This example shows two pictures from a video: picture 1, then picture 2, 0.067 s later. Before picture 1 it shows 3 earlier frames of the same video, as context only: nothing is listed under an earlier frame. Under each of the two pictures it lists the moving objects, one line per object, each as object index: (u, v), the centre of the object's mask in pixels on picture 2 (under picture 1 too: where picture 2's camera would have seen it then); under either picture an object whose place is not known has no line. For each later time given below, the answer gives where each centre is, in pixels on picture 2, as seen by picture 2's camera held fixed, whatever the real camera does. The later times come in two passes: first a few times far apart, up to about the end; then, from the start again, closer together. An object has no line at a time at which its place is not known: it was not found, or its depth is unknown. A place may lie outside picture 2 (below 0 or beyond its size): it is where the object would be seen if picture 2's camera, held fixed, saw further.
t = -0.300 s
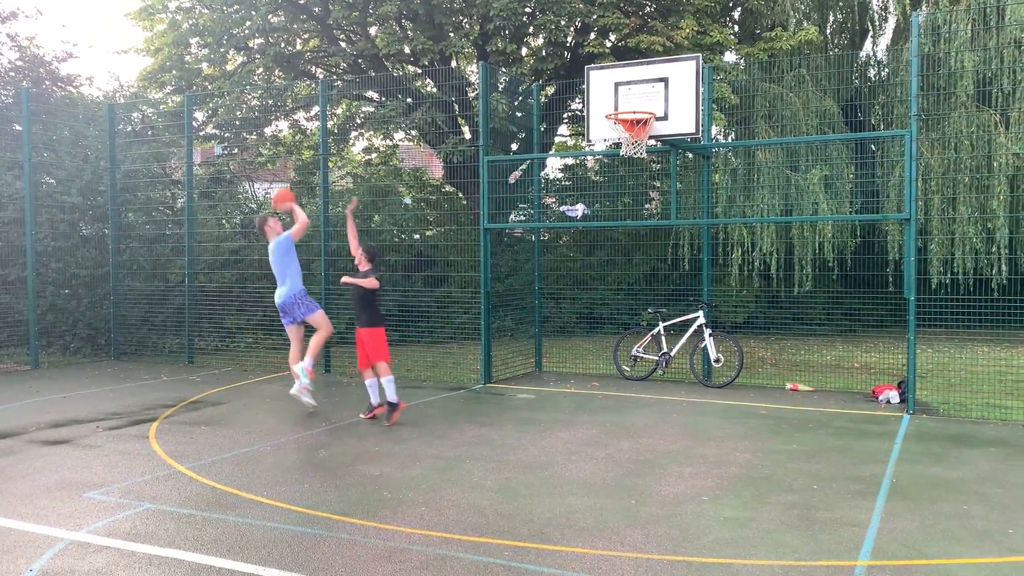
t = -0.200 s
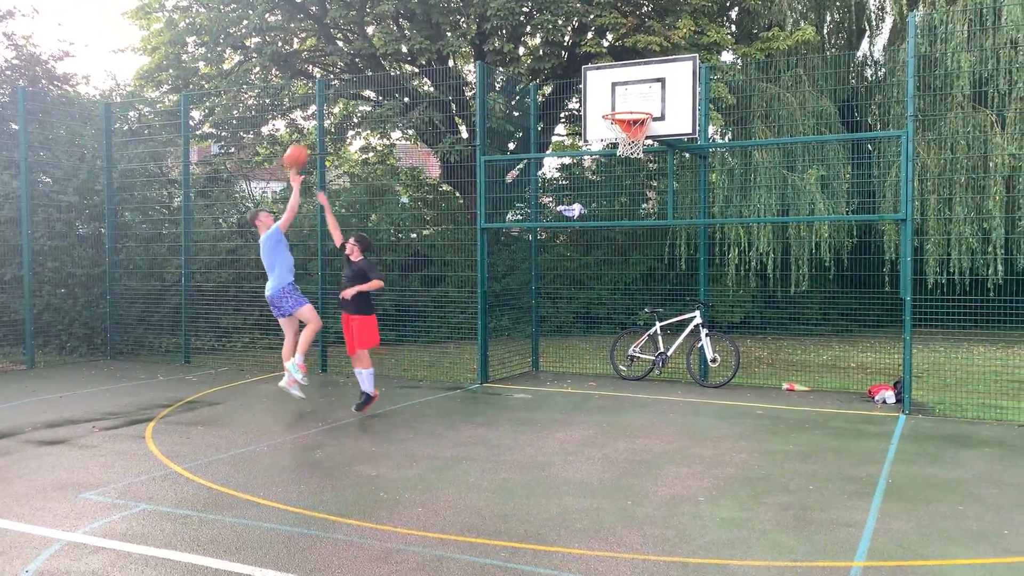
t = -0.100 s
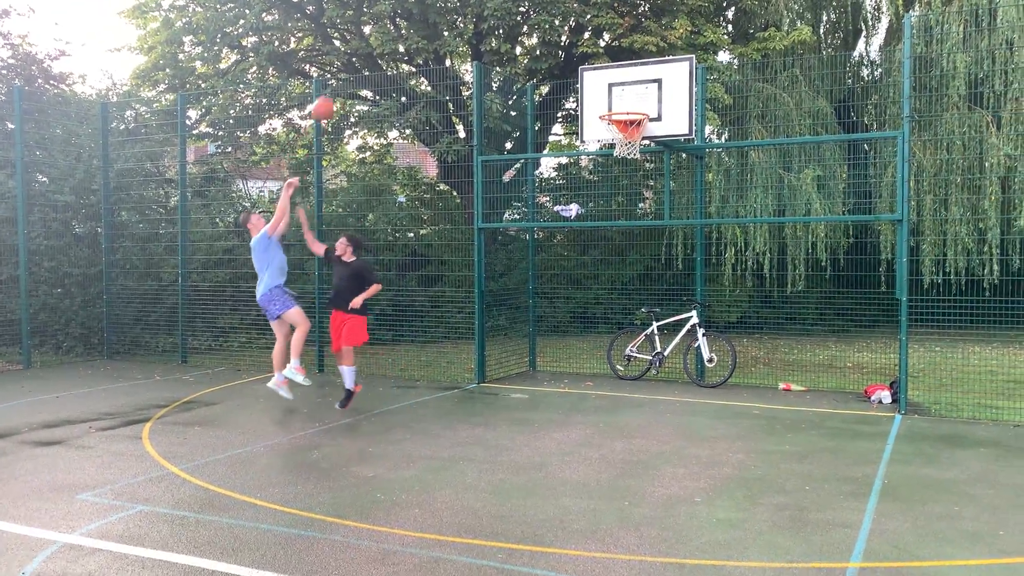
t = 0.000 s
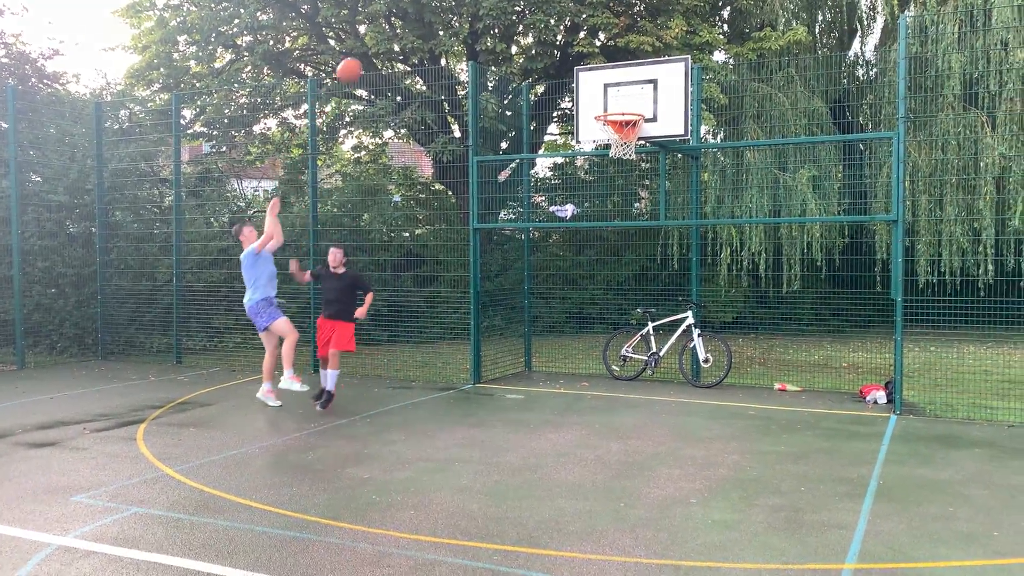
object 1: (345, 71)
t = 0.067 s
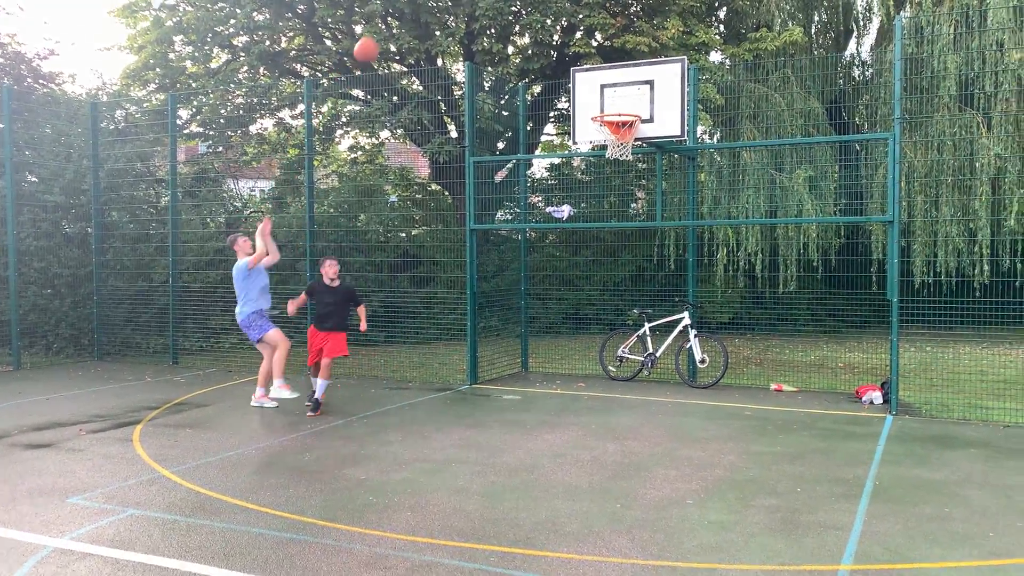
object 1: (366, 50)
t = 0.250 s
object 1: (424, 16)
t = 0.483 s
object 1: (499, 19)
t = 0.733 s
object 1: (579, 81)
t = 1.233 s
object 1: (673, 247)
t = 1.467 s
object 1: (703, 379)
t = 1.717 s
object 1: (704, 316)
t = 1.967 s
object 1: (698, 255)
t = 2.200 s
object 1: (692, 252)
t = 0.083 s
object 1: (371, 46)
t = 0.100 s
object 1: (376, 41)
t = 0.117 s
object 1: (382, 38)
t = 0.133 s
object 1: (387, 33)
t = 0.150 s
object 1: (393, 30)
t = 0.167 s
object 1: (397, 28)
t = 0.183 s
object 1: (403, 25)
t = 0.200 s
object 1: (408, 22)
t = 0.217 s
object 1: (413, 20)
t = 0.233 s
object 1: (419, 17)
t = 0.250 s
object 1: (424, 16)
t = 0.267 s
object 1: (429, 14)
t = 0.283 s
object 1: (434, 13)
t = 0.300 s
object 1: (440, 12)
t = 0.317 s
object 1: (445, 11)
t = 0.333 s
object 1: (451, 11)
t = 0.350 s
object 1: (456, 10)
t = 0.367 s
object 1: (462, 11)
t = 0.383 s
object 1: (468, 12)
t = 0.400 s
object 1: (472, 12)
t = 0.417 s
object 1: (477, 13)
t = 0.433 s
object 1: (482, 14)
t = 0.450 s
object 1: (487, 15)
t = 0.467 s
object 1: (493, 17)
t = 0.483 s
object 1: (499, 19)
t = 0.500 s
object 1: (503, 22)
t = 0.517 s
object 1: (509, 24)
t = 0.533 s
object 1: (515, 27)
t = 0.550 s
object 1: (520, 30)
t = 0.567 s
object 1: (525, 34)
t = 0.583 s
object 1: (531, 37)
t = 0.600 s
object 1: (537, 42)
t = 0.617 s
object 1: (542, 46)
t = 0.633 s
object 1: (547, 51)
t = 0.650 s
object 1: (553, 55)
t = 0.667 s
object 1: (558, 60)
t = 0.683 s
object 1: (563, 65)
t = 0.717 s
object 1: (573, 76)
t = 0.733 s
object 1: (579, 81)
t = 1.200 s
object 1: (669, 233)
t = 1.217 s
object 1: (671, 240)
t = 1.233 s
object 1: (673, 247)
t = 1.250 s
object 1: (675, 256)
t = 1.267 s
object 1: (677, 263)
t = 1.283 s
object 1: (678, 272)
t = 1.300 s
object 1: (681, 280)
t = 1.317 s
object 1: (684, 289)
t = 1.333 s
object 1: (686, 298)
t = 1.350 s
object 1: (688, 306)
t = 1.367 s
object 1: (690, 315)
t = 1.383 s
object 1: (693, 325)
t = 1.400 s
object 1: (694, 336)
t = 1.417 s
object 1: (695, 345)
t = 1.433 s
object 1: (699, 357)
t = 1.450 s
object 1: (701, 369)
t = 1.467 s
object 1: (703, 379)
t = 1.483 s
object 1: (705, 389)
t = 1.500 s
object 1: (709, 400)
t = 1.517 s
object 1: (711, 410)
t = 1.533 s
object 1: (710, 402)
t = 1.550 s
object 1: (709, 393)
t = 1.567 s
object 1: (708, 384)
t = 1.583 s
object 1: (707, 376)
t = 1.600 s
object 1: (707, 367)
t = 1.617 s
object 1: (707, 359)
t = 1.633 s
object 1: (707, 350)
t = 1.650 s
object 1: (706, 342)
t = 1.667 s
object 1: (706, 336)
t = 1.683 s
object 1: (705, 328)
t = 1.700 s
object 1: (704, 322)
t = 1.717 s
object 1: (704, 316)
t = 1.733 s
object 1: (703, 310)
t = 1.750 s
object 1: (703, 305)
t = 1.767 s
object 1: (702, 299)
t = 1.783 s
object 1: (702, 293)
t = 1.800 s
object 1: (701, 289)
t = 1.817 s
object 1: (701, 284)
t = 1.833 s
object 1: (701, 279)
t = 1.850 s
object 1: (700, 276)
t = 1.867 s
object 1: (700, 272)
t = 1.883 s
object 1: (699, 269)
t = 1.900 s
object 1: (699, 265)
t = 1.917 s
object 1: (699, 262)
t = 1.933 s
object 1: (698, 260)
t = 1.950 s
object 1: (698, 257)
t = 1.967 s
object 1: (698, 255)
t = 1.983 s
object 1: (697, 253)
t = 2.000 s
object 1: (697, 252)
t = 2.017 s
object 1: (696, 251)
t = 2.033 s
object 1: (696, 249)
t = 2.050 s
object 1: (695, 249)
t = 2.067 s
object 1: (695, 248)
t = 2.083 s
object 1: (695, 248)
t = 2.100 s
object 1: (694, 248)
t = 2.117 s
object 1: (694, 248)
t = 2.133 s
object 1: (693, 248)
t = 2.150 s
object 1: (693, 249)
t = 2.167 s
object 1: (692, 250)
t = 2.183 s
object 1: (692, 251)
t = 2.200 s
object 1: (692, 252)
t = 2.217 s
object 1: (691, 254)
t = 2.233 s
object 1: (691, 256)
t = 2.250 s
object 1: (690, 258)
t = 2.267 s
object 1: (690, 261)
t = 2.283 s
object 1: (690, 263)
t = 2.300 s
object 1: (689, 266)
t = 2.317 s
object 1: (688, 268)
